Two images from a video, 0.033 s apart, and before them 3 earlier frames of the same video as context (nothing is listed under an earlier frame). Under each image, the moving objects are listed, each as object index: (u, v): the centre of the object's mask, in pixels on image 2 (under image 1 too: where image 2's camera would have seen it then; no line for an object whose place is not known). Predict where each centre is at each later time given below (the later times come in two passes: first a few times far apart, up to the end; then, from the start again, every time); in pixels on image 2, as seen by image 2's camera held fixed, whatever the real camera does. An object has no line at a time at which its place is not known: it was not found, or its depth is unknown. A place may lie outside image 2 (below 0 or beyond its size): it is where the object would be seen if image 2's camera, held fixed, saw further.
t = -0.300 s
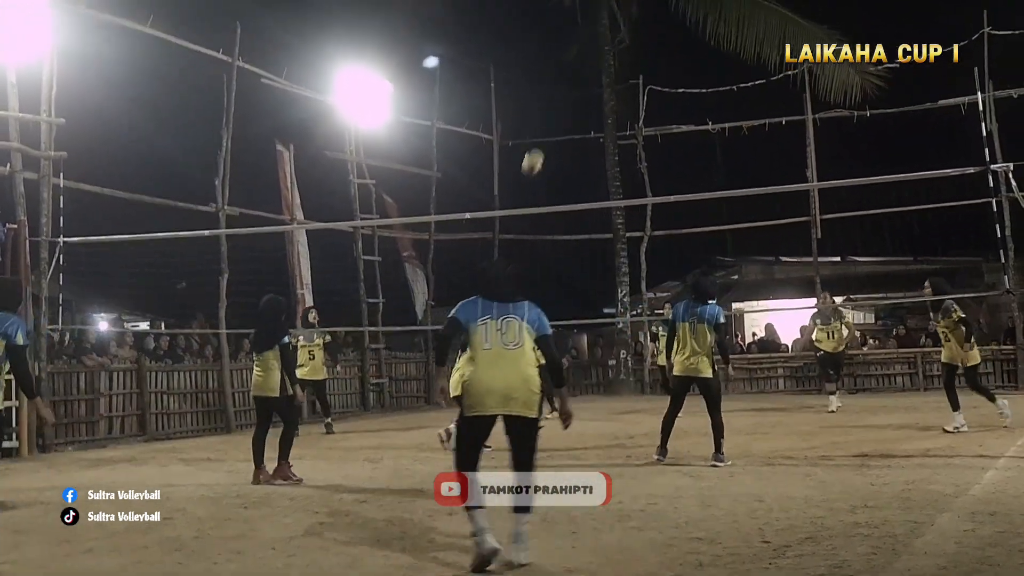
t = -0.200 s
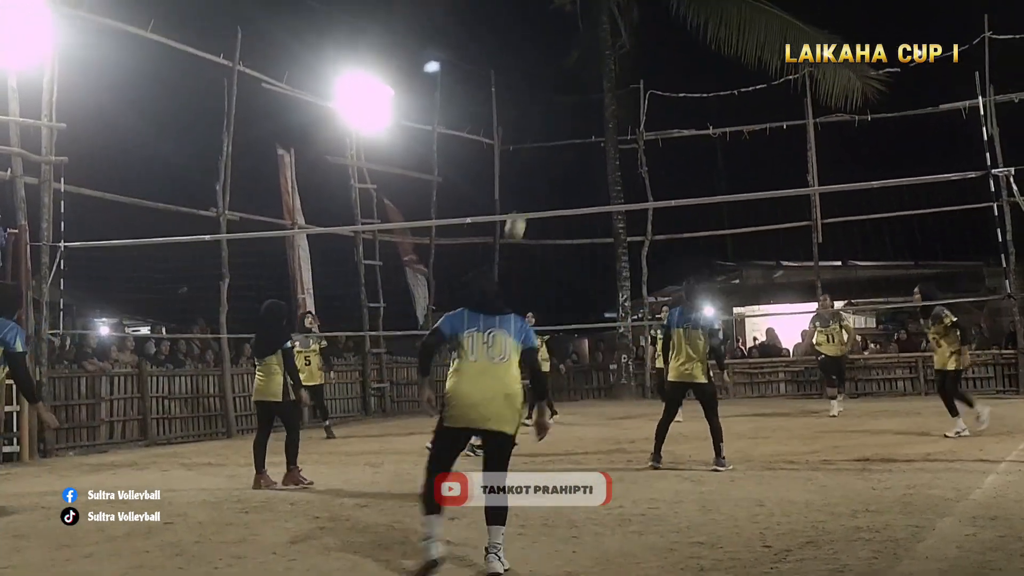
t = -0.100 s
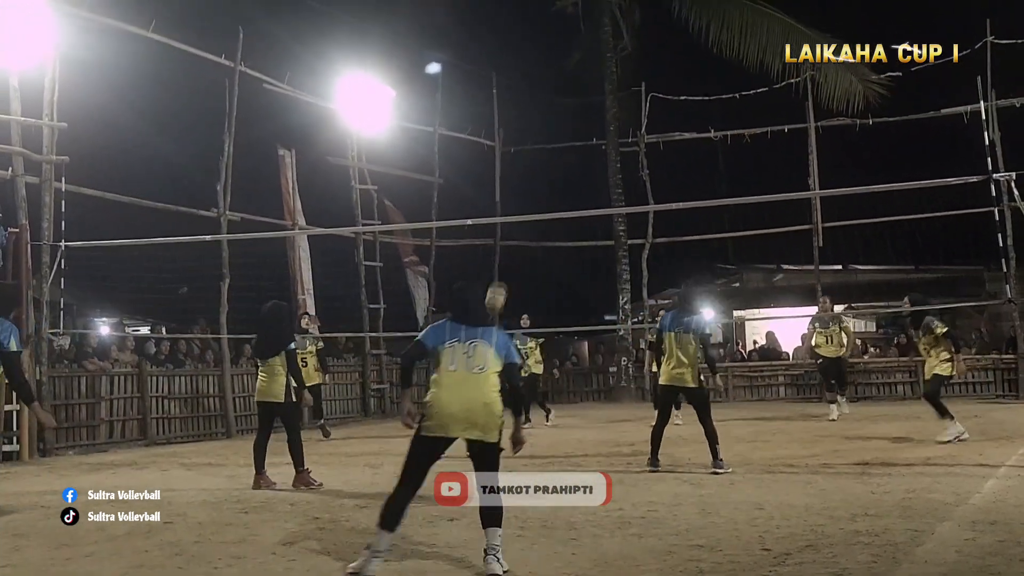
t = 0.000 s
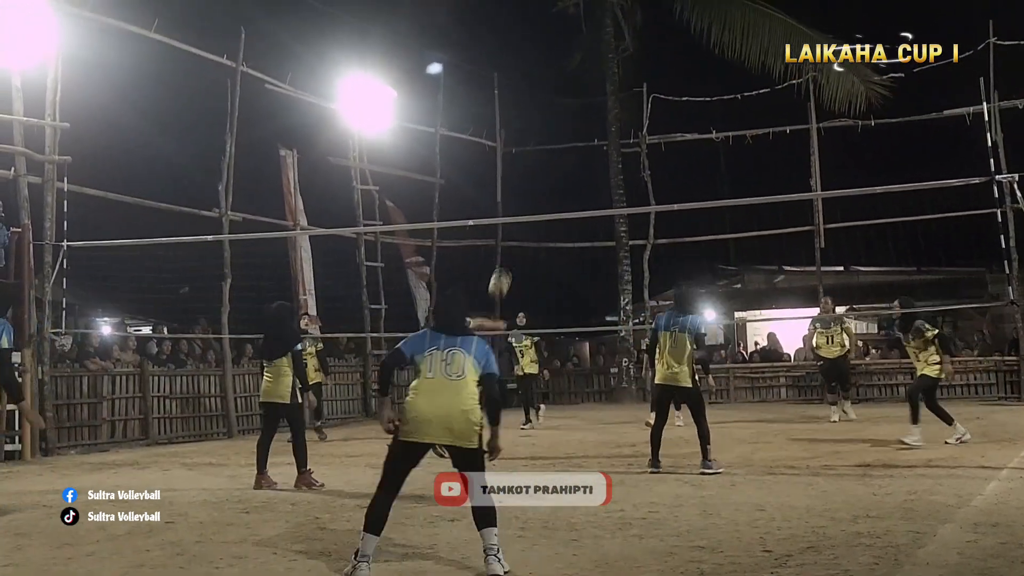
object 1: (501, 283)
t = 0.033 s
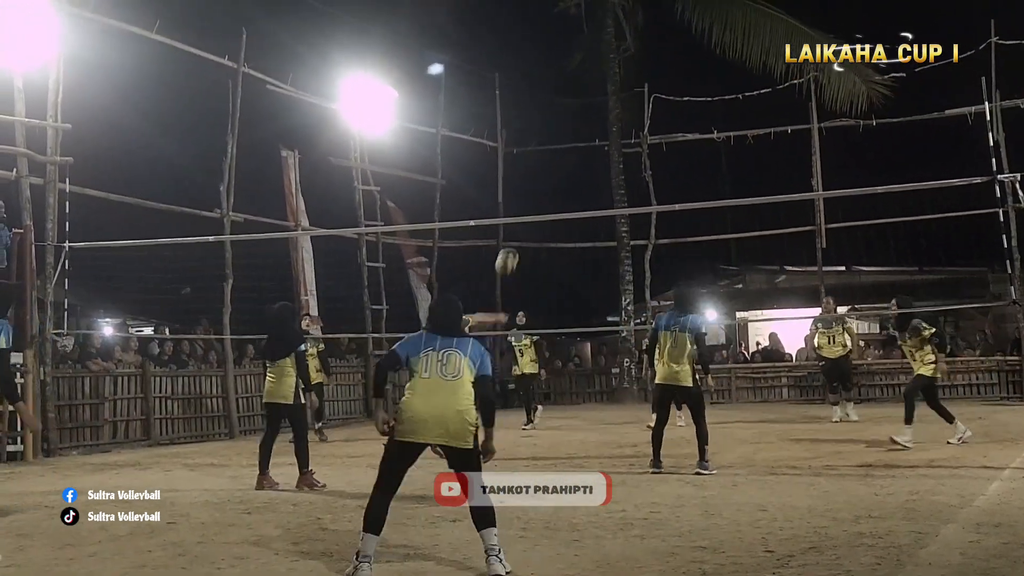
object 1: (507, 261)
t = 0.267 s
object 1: (547, 138)
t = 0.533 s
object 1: (596, 64)
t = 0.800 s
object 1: (645, 58)
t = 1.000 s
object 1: (683, 101)
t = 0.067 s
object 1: (512, 242)
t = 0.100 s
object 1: (517, 221)
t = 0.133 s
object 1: (523, 202)
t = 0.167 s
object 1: (529, 185)
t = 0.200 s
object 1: (535, 169)
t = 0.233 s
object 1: (541, 152)
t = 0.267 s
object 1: (547, 138)
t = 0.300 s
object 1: (553, 125)
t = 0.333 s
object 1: (559, 113)
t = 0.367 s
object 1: (565, 102)
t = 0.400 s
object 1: (571, 92)
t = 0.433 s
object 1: (578, 83)
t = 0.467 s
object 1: (583, 76)
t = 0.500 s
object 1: (589, 70)
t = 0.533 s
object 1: (596, 64)
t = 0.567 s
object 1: (602, 59)
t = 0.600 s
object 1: (608, 56)
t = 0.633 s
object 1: (614, 54)
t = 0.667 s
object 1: (621, 52)
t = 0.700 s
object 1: (627, 52)
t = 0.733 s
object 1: (633, 53)
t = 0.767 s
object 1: (639, 55)
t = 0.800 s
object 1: (645, 58)
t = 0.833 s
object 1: (652, 62)
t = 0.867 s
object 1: (658, 68)
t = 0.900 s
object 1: (664, 74)
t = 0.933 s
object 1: (671, 82)
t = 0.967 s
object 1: (677, 91)
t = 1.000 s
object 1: (683, 101)
